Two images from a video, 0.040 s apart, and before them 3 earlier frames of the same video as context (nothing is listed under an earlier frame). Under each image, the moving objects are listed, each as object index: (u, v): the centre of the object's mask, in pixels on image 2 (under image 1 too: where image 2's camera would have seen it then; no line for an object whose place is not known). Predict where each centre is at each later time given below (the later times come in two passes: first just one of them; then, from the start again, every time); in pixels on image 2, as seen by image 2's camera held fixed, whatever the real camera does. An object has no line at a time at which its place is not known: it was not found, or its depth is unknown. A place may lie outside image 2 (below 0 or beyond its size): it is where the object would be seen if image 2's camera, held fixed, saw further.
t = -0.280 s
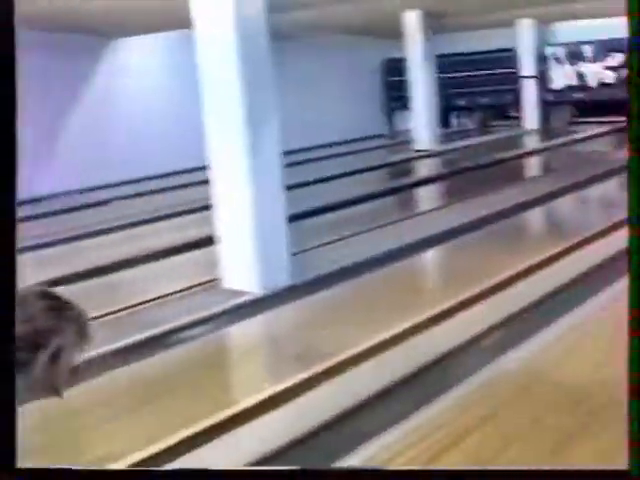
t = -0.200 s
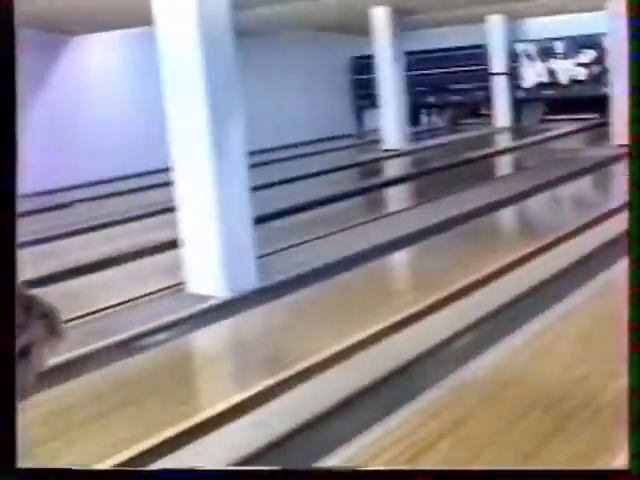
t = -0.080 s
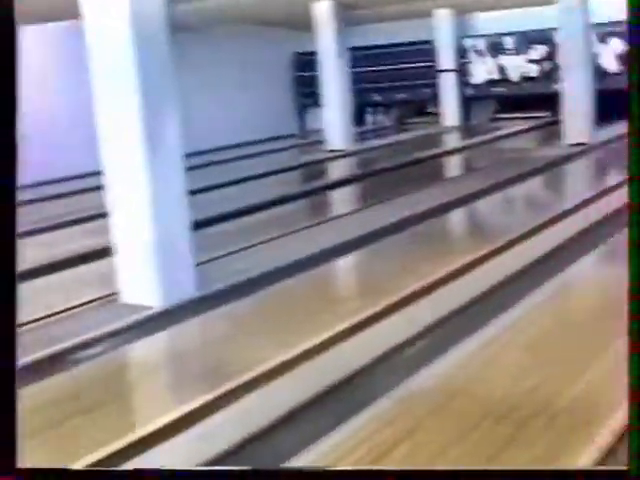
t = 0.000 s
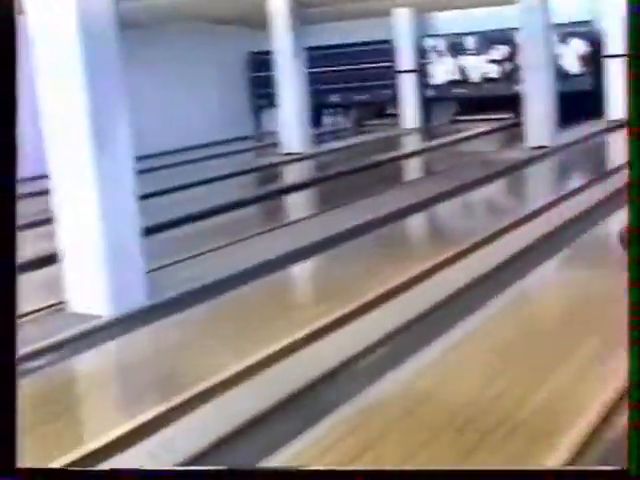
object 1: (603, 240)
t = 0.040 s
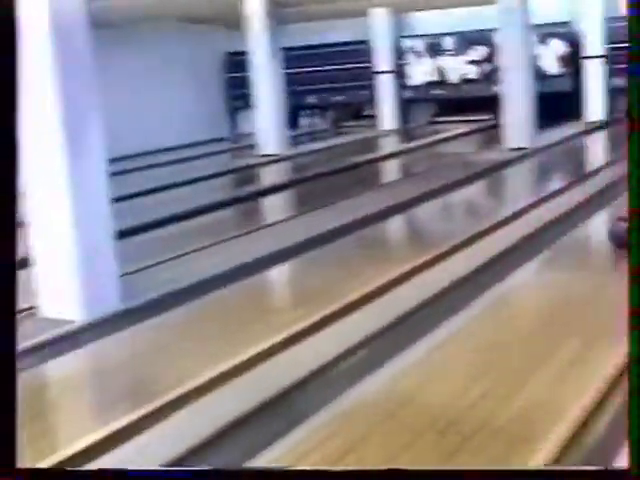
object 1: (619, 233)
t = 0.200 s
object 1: (650, 209)
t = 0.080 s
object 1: (629, 226)
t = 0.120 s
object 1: (637, 220)
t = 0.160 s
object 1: (644, 215)
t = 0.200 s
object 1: (650, 209)
